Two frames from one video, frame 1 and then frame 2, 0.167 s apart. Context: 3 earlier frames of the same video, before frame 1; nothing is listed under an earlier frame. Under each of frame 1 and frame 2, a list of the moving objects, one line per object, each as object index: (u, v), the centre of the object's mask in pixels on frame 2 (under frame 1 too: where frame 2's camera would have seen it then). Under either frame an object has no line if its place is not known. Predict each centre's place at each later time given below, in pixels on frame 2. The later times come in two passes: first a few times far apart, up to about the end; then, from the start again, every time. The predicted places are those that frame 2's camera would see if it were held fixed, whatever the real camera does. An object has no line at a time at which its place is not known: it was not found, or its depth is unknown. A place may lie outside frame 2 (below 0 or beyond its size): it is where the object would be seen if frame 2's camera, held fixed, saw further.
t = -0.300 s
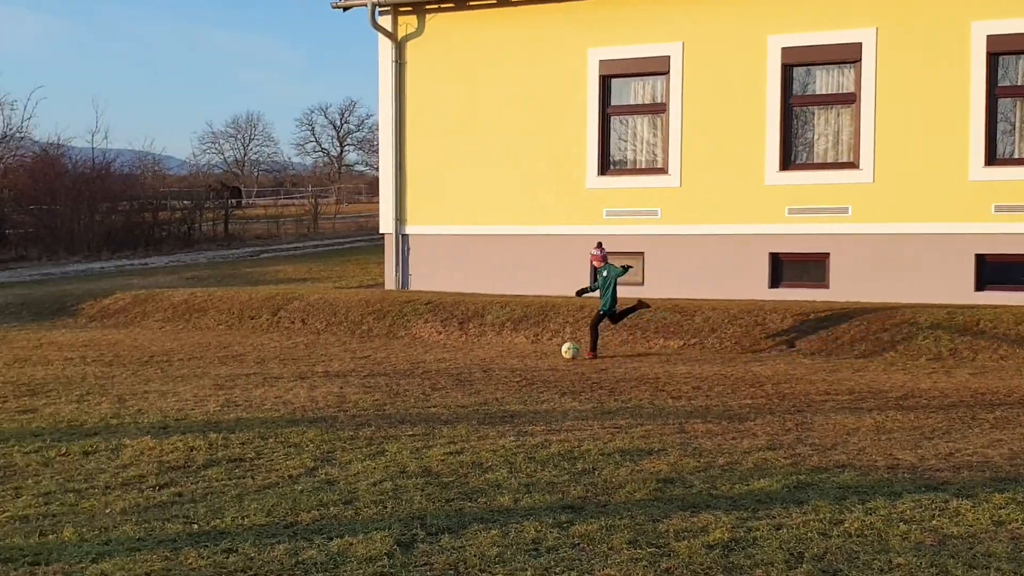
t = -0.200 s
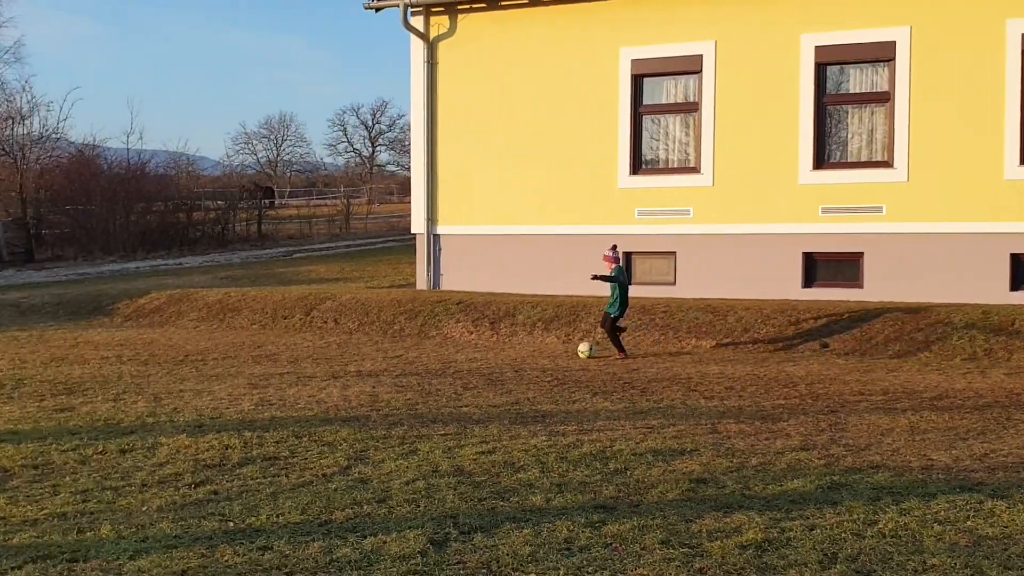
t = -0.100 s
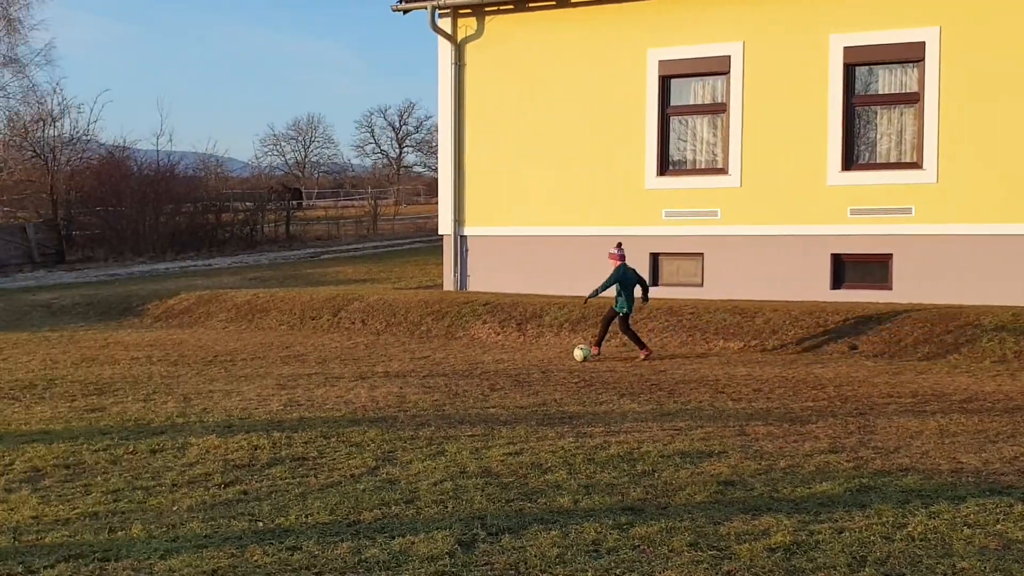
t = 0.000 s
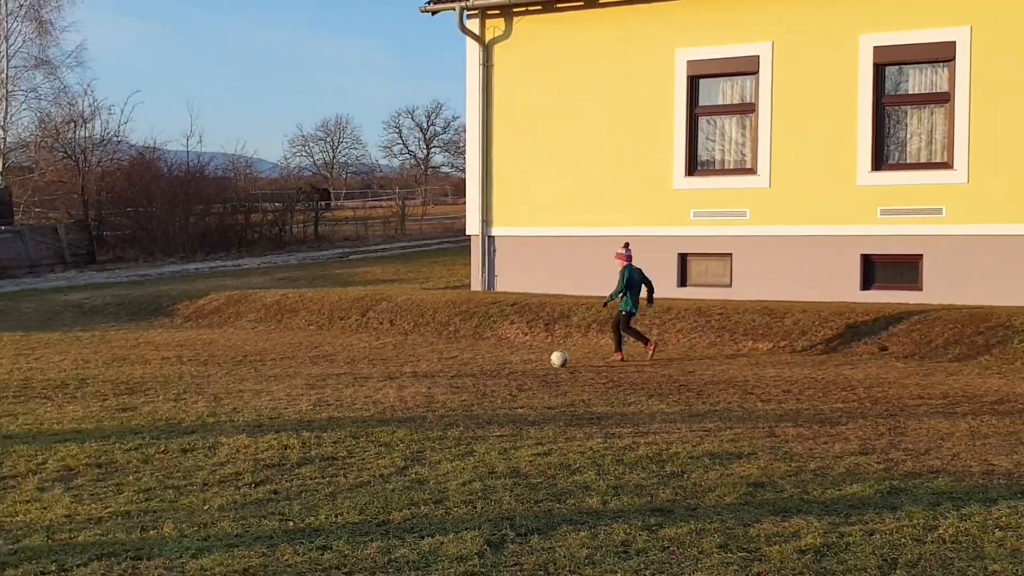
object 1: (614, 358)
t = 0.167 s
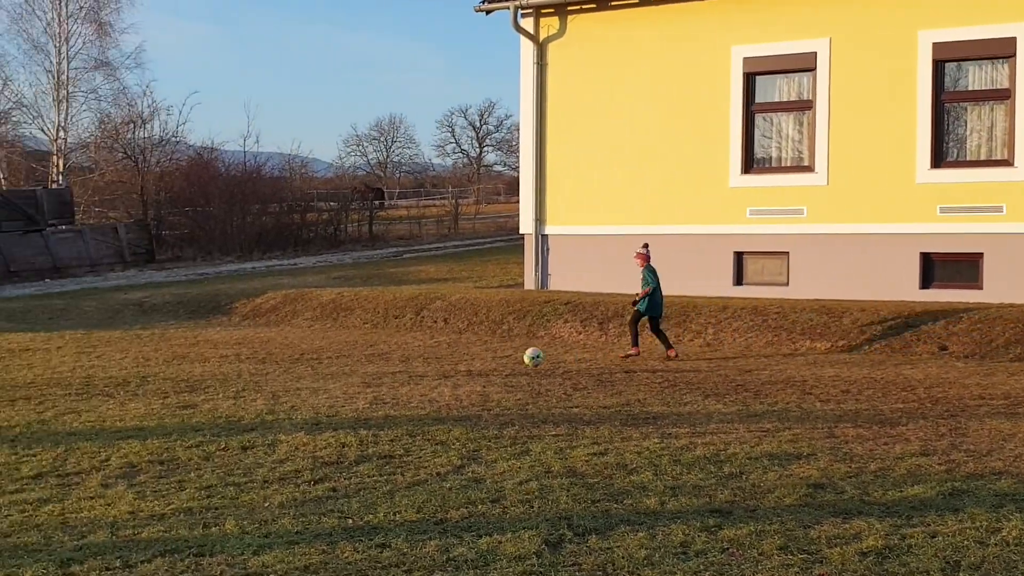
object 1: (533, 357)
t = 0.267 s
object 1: (480, 368)
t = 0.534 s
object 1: (356, 369)
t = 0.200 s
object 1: (516, 359)
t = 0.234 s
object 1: (498, 363)
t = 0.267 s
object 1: (480, 368)
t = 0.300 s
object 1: (465, 367)
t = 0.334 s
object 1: (450, 365)
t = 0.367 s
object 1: (436, 363)
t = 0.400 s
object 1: (420, 362)
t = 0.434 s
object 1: (405, 362)
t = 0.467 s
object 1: (389, 363)
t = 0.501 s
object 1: (372, 366)
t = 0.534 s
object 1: (356, 369)
